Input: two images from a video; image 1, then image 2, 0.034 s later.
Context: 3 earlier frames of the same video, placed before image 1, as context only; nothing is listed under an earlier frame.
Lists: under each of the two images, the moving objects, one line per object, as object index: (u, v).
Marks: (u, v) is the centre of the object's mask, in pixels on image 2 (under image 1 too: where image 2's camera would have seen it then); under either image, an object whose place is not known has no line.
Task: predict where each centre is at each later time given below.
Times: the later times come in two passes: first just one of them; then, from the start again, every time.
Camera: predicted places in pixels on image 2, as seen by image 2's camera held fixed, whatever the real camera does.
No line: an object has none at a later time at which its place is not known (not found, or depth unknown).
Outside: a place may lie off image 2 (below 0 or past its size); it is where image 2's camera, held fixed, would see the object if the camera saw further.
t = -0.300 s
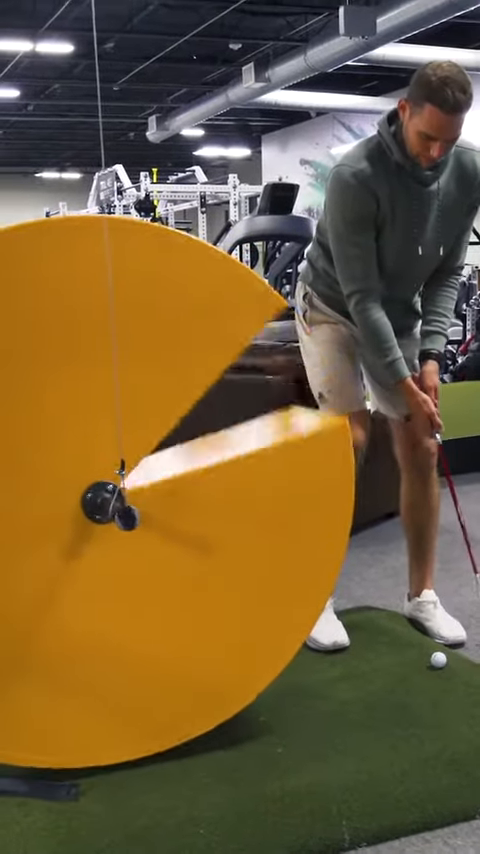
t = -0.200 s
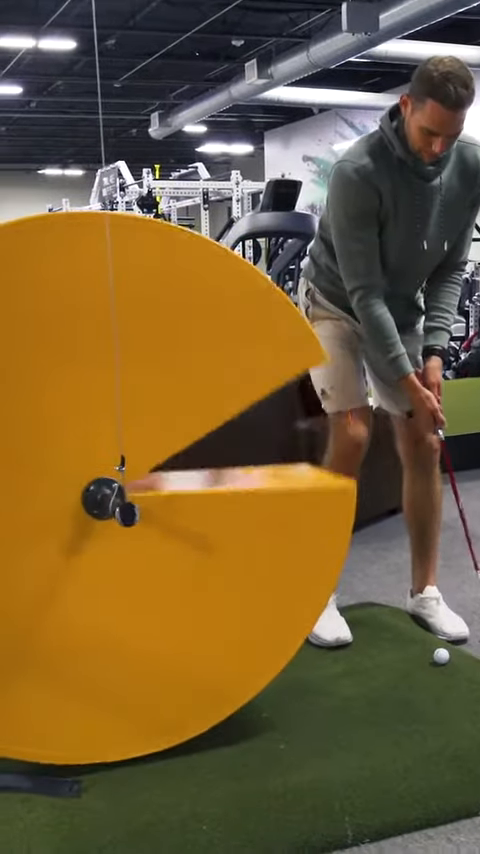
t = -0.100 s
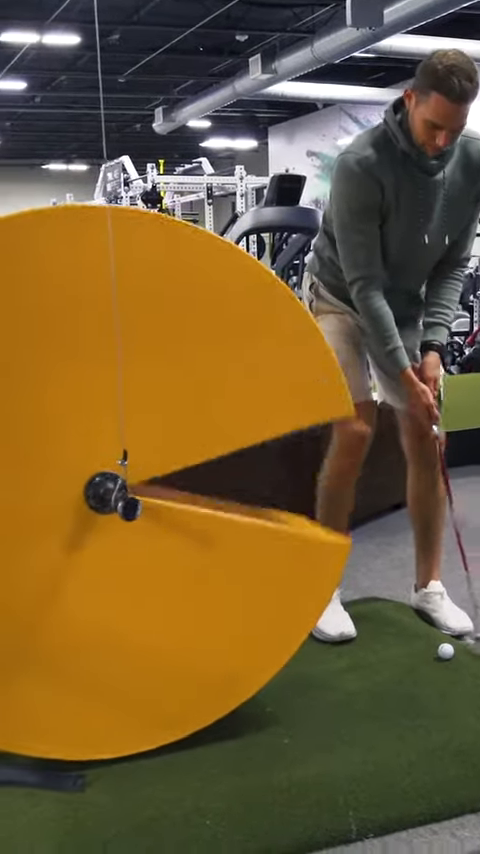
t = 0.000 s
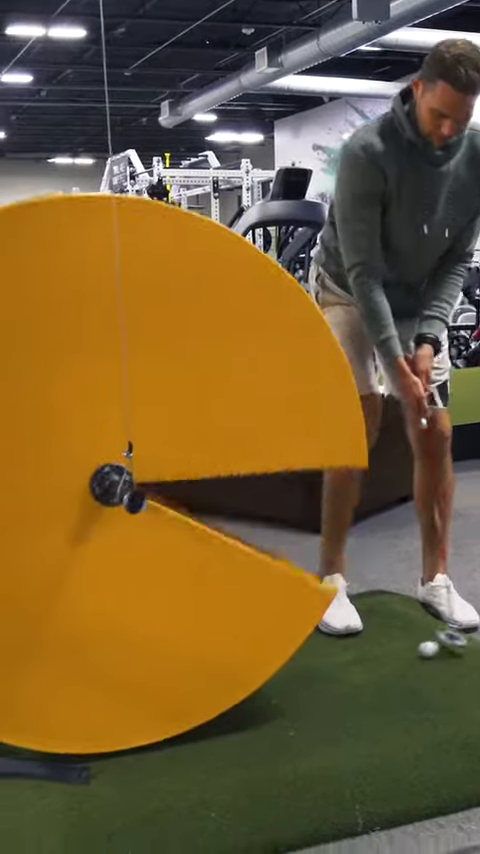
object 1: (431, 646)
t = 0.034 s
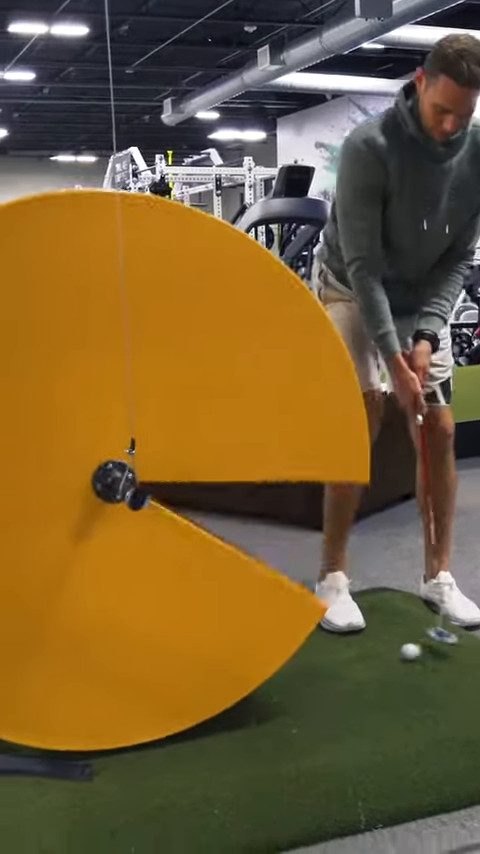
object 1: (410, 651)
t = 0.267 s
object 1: (286, 679)
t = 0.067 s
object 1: (390, 656)
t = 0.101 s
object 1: (372, 659)
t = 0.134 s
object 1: (354, 663)
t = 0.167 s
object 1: (337, 668)
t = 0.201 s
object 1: (320, 672)
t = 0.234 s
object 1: (303, 676)
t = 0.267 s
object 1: (286, 679)
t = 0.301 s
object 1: (270, 683)
